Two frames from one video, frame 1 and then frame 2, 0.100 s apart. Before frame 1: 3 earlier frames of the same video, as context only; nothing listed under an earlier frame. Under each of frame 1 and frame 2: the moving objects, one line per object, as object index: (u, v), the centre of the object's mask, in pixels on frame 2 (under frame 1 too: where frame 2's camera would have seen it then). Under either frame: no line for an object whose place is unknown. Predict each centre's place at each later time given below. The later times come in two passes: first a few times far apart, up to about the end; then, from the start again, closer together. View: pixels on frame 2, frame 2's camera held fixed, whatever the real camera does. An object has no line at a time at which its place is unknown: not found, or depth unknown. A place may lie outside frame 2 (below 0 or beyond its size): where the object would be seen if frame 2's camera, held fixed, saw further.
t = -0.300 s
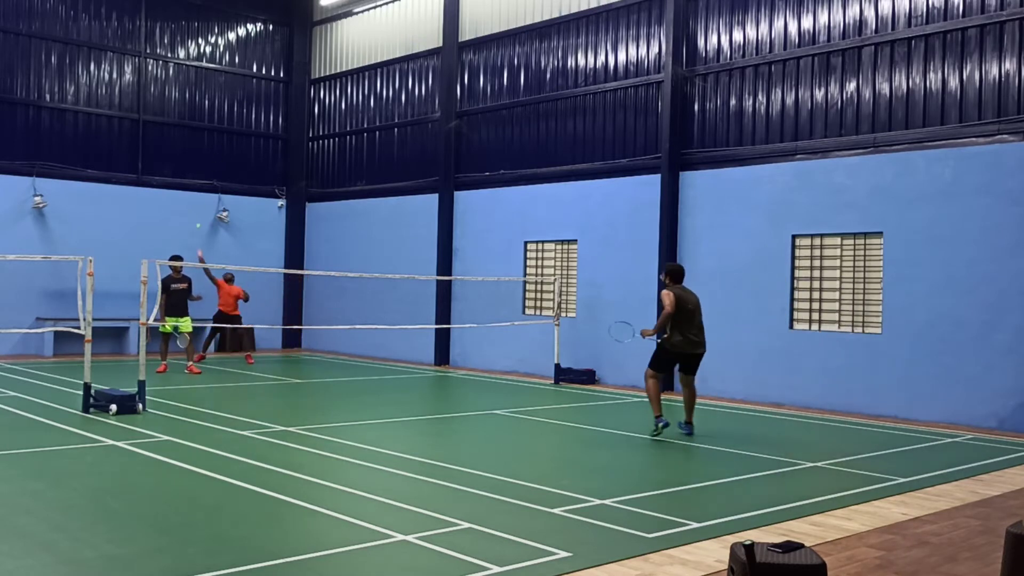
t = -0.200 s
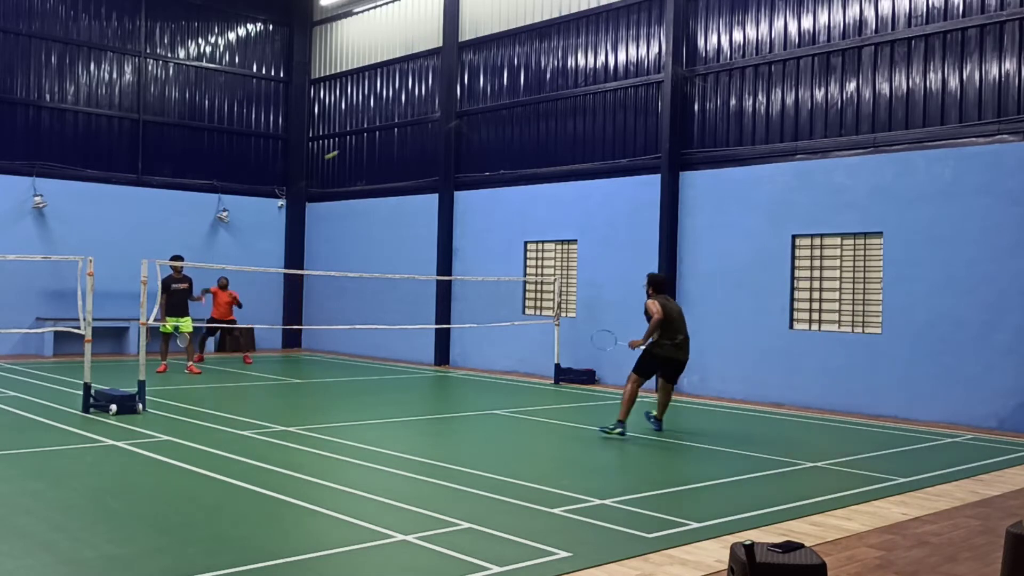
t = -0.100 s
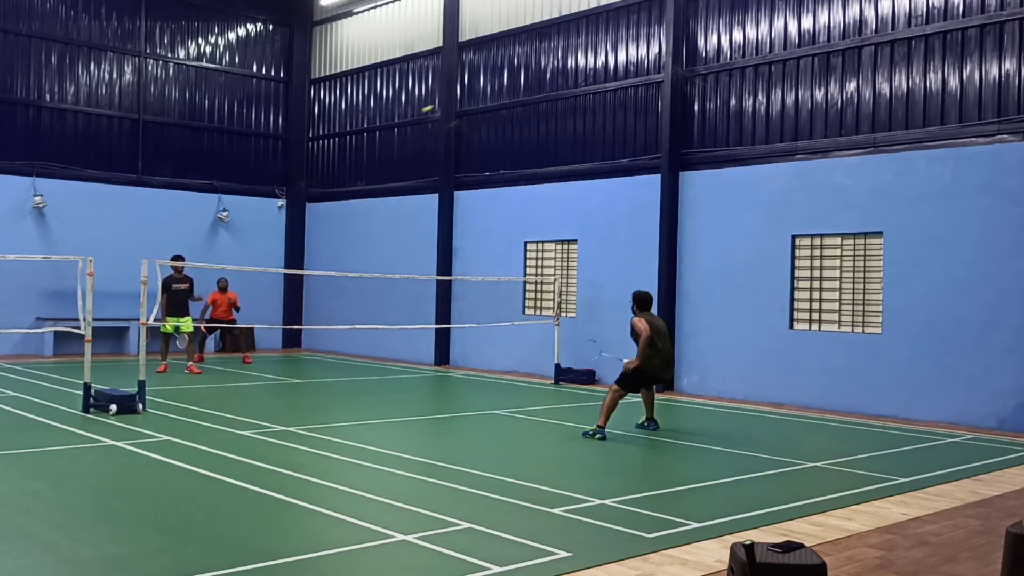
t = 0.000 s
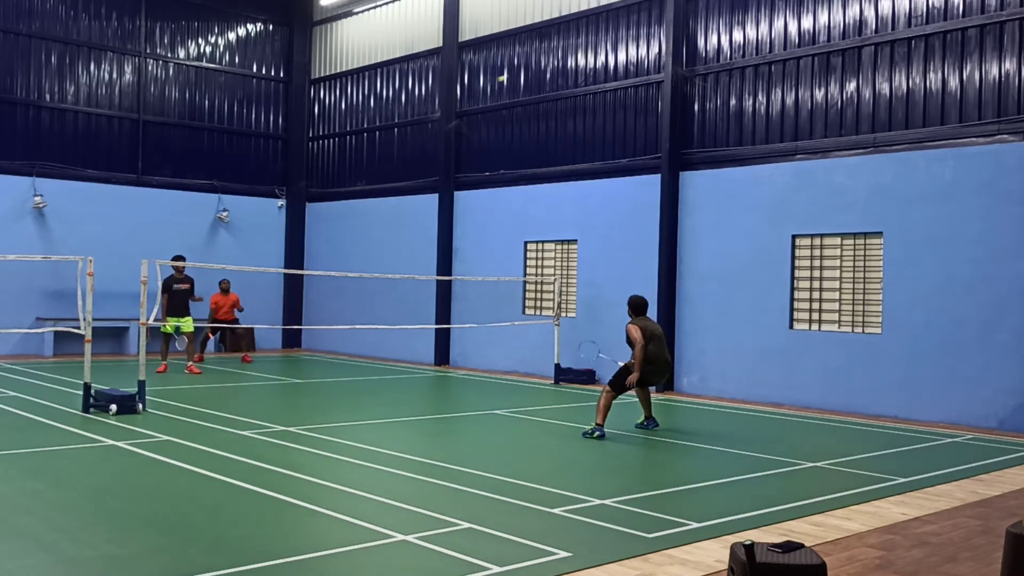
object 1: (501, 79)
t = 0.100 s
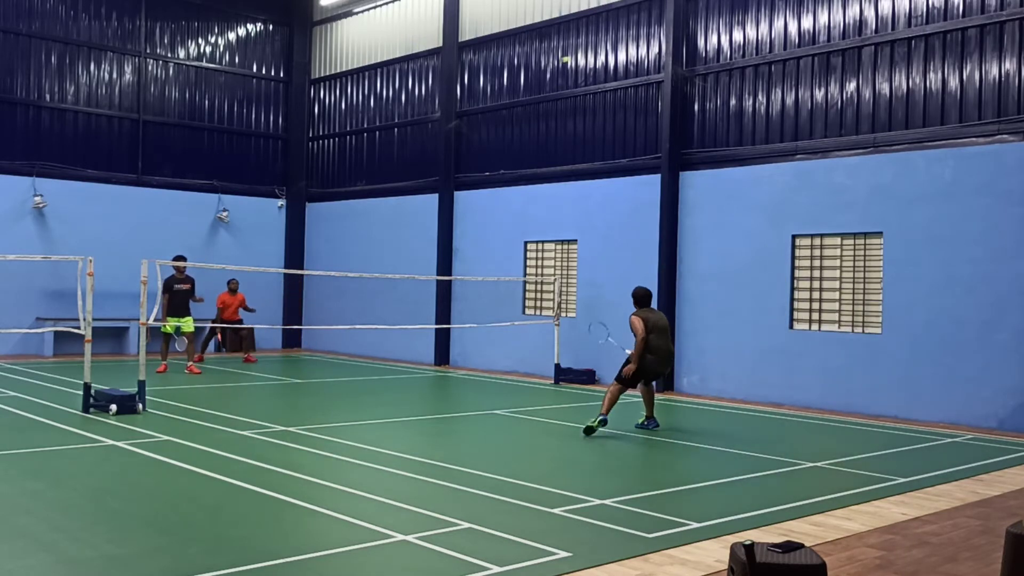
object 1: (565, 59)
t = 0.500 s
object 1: (761, 73)
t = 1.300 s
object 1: (992, 455)
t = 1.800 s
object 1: (998, 453)
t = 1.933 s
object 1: (999, 452)
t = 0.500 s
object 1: (761, 73)
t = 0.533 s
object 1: (775, 81)
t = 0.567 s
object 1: (788, 89)
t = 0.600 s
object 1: (801, 98)
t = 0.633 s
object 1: (814, 107)
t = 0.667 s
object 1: (826, 118)
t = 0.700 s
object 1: (838, 130)
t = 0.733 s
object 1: (850, 143)
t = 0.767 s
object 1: (860, 155)
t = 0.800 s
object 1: (871, 169)
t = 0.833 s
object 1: (882, 185)
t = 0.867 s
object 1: (891, 200)
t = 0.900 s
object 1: (901, 217)
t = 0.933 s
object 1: (911, 234)
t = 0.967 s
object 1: (920, 251)
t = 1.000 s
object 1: (929, 269)
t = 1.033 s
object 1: (937, 288)
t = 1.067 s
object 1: (945, 308)
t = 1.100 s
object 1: (953, 327)
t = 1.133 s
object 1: (960, 348)
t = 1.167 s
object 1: (968, 368)
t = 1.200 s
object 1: (974, 390)
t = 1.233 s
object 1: (981, 412)
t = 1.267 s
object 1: (987, 433)
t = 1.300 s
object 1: (992, 455)
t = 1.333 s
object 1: (993, 446)
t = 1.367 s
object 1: (994, 438)
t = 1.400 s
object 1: (995, 432)
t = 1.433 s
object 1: (995, 426)
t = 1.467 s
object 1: (996, 423)
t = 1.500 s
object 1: (996, 421)
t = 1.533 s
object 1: (997, 420)
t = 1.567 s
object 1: (997, 420)
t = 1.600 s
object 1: (998, 421)
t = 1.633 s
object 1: (998, 423)
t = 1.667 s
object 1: (999, 427)
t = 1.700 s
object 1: (999, 432)
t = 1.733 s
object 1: (998, 438)
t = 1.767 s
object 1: (998, 444)
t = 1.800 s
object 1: (998, 453)
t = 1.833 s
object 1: (998, 453)
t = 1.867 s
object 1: (998, 451)
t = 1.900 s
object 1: (999, 452)
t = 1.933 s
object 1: (999, 452)
